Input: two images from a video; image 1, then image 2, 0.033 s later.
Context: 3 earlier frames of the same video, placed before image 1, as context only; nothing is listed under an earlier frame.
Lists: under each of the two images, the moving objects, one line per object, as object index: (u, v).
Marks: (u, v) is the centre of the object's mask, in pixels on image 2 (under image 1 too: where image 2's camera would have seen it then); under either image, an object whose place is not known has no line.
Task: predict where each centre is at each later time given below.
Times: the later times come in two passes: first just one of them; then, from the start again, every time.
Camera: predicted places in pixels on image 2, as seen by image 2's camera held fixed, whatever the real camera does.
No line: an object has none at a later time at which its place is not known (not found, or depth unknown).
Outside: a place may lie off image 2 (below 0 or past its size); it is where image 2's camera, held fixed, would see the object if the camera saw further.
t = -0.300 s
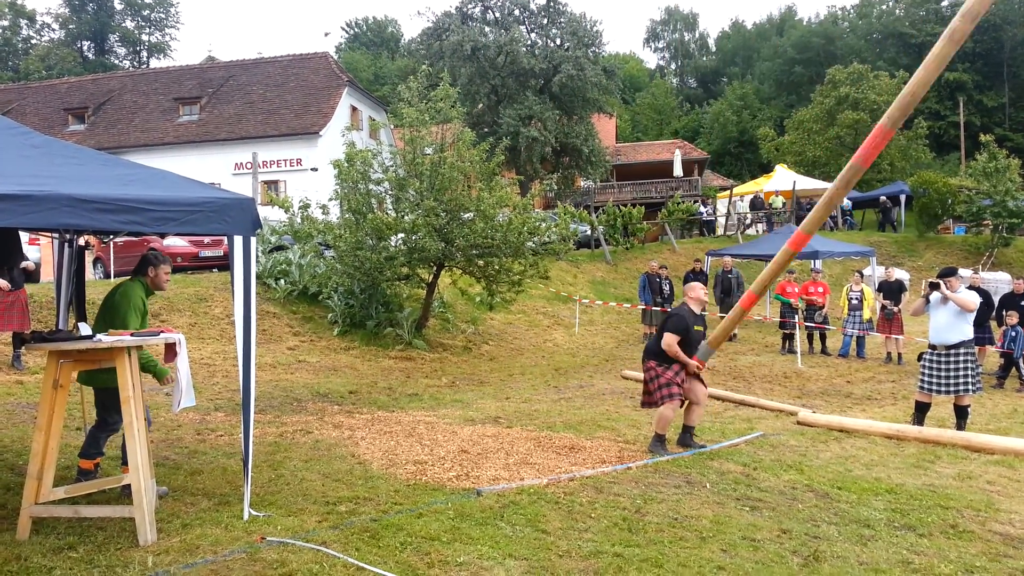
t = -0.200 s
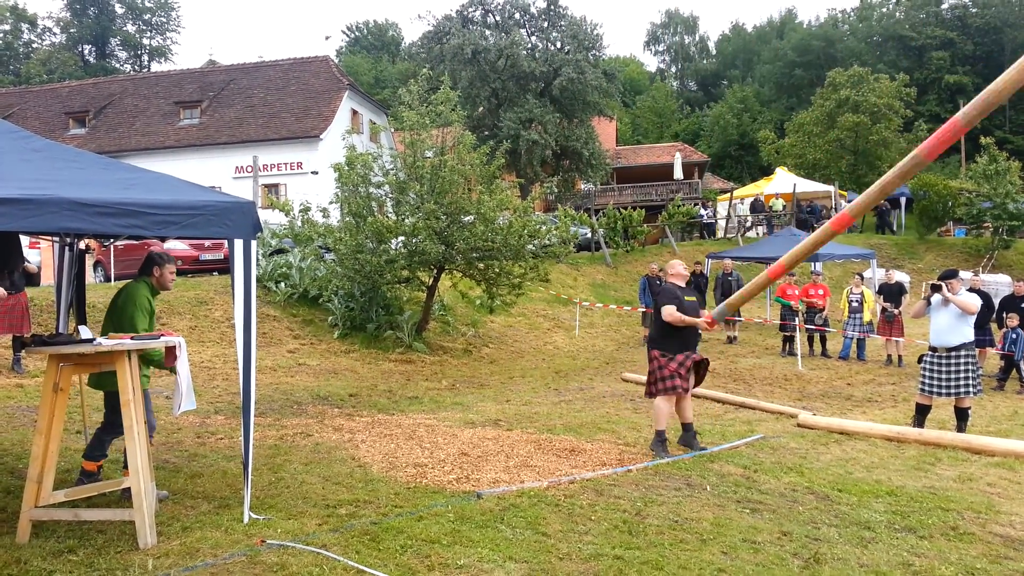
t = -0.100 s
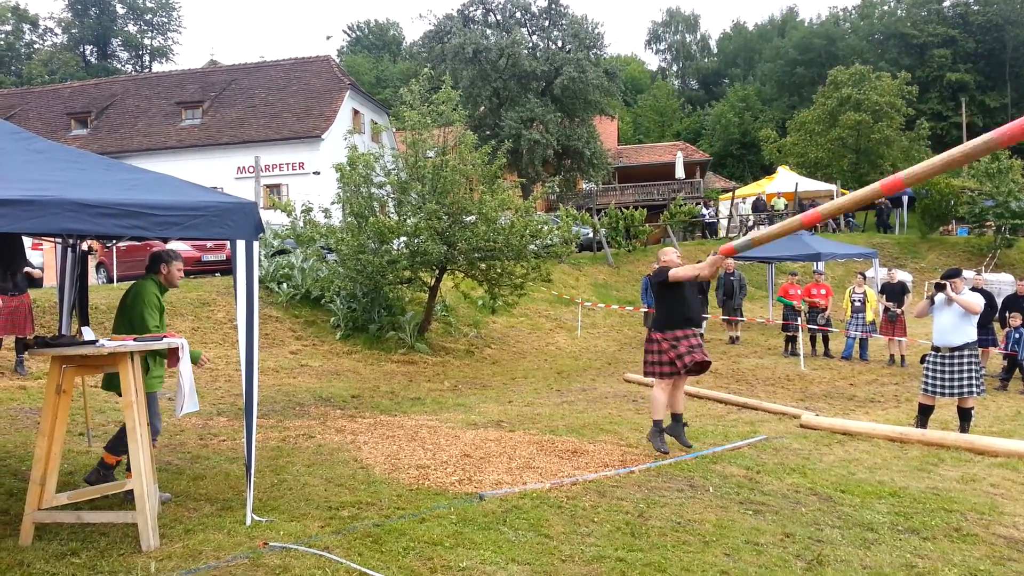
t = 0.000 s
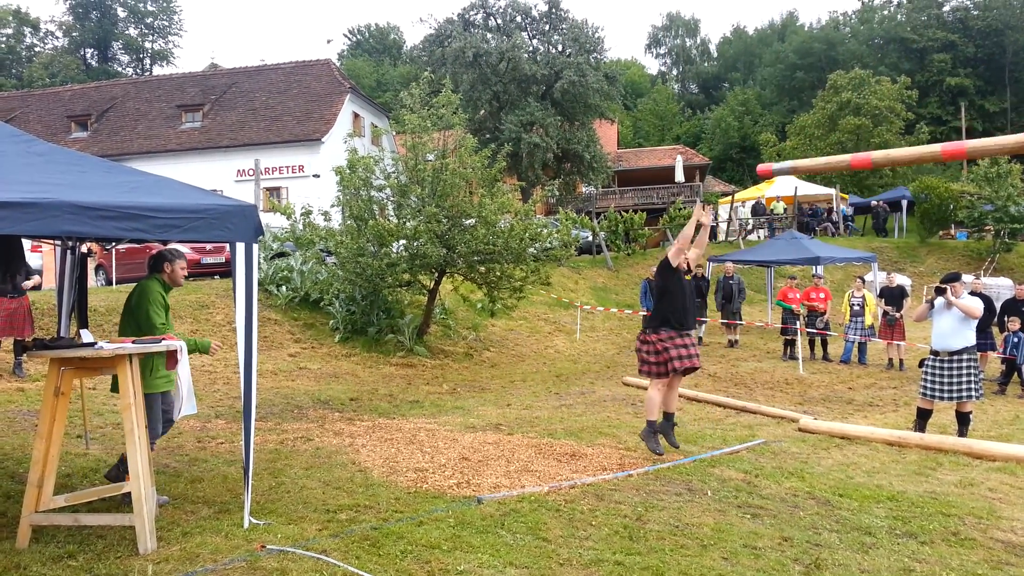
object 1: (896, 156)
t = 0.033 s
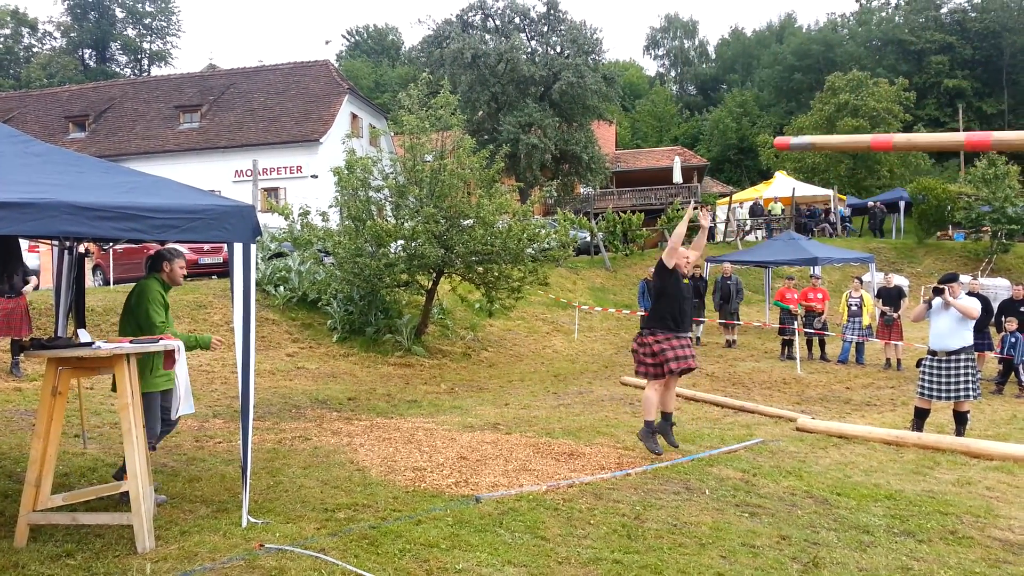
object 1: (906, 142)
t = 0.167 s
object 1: (955, 51)
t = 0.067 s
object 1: (914, 123)
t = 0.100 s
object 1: (925, 103)
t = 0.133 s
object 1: (937, 78)
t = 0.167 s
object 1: (955, 51)
